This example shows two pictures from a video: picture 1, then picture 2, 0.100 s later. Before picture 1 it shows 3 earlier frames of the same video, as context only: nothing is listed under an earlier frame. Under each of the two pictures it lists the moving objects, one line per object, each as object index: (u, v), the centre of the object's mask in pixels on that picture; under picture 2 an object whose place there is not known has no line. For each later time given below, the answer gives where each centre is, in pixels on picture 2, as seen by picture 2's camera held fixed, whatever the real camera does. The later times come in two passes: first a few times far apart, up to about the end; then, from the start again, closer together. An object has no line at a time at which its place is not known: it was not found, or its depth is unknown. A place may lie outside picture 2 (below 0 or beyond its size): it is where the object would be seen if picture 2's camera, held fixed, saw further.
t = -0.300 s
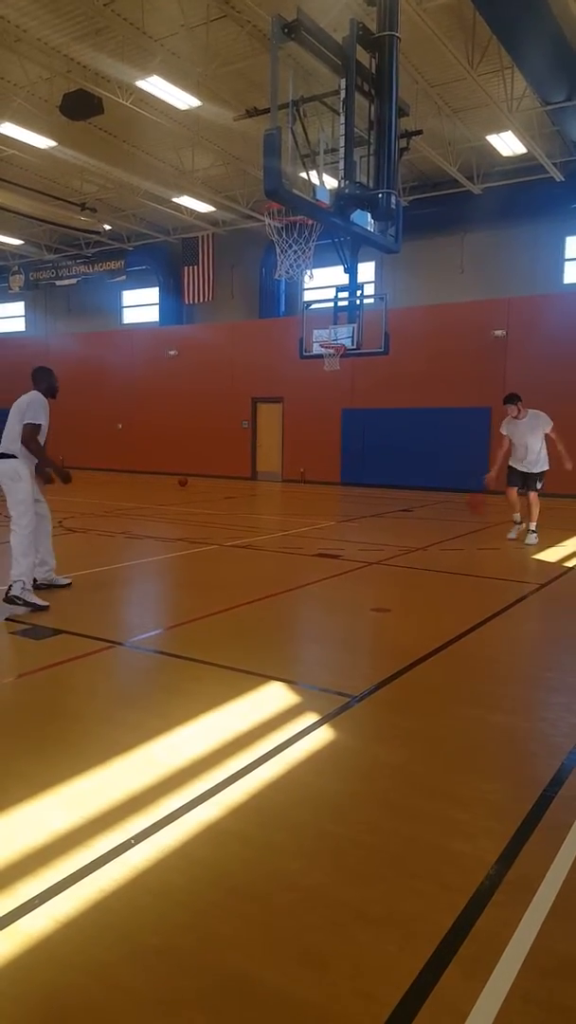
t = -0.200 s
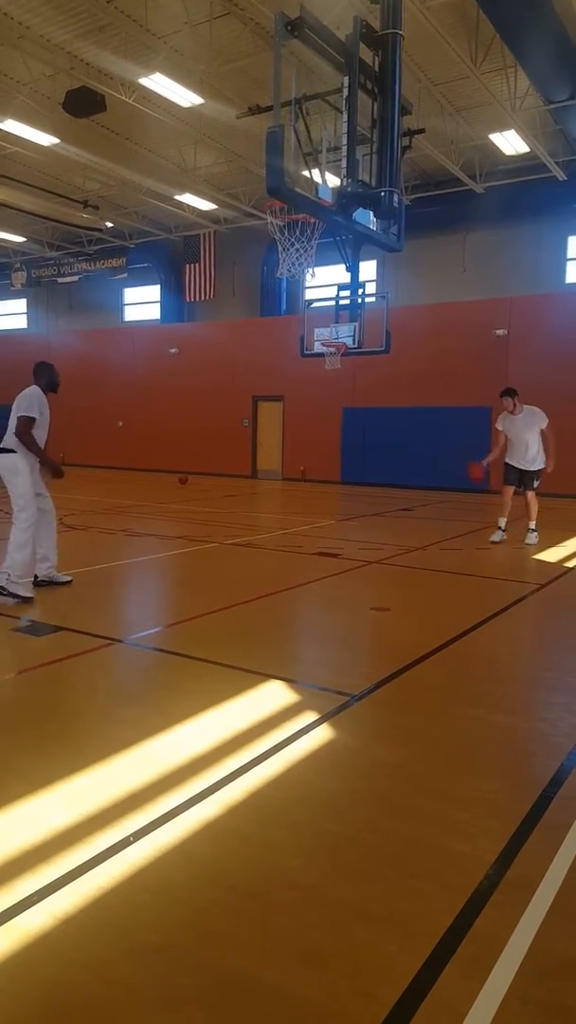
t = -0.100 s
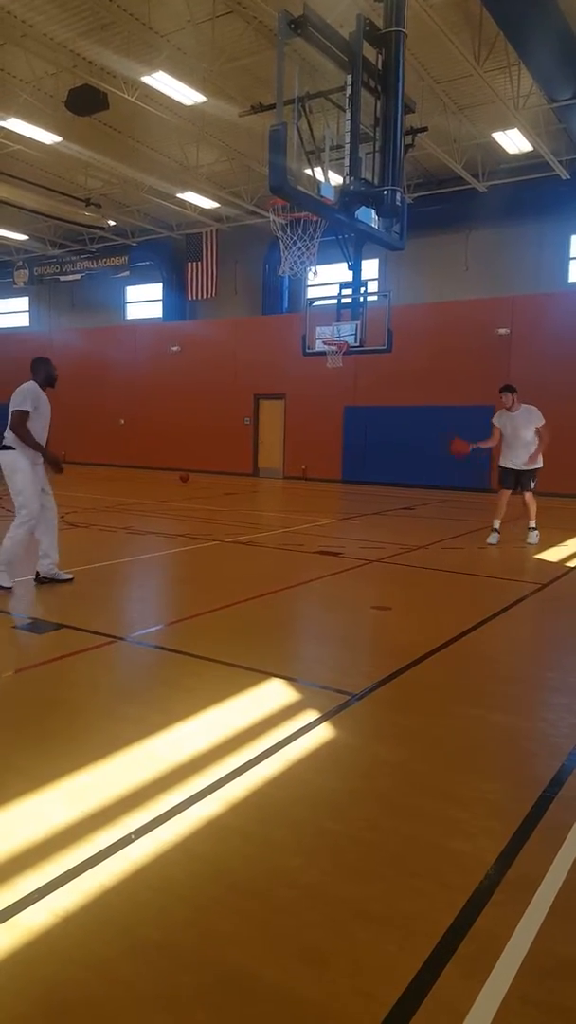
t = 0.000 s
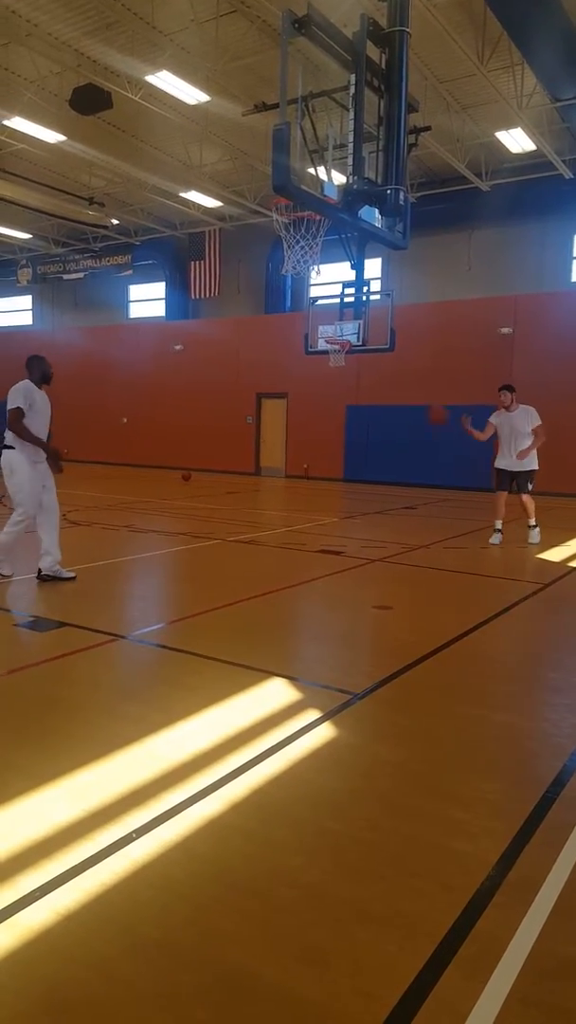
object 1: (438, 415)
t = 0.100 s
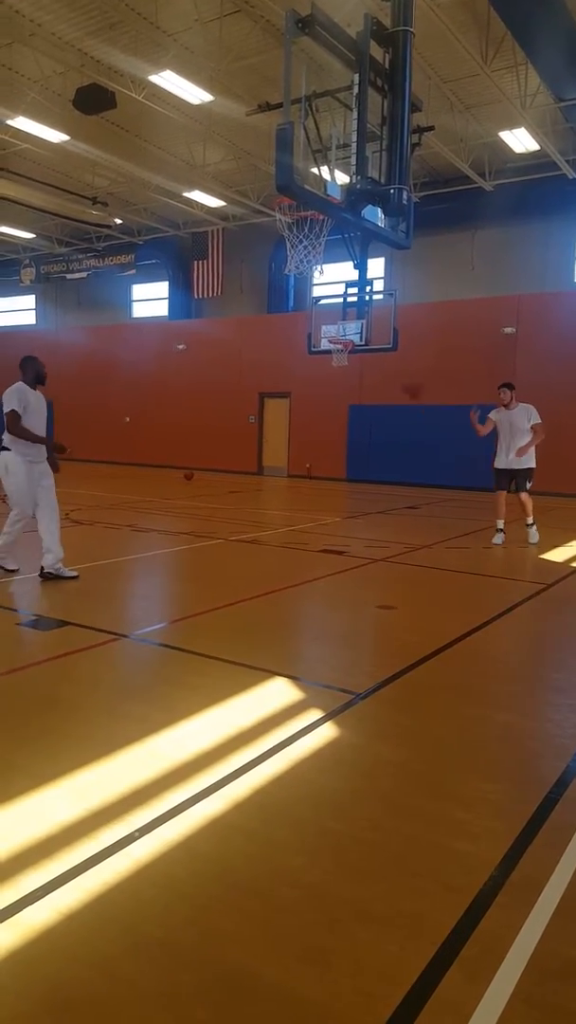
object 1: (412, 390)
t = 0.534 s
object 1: (273, 374)
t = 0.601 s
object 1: (247, 392)
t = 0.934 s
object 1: (100, 561)
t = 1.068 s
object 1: (50, 508)
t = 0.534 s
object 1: (273, 374)
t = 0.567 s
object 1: (261, 381)
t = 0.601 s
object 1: (247, 392)
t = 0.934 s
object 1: (100, 561)
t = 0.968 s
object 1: (85, 564)
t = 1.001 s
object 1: (73, 542)
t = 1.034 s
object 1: (62, 526)
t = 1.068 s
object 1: (50, 508)
